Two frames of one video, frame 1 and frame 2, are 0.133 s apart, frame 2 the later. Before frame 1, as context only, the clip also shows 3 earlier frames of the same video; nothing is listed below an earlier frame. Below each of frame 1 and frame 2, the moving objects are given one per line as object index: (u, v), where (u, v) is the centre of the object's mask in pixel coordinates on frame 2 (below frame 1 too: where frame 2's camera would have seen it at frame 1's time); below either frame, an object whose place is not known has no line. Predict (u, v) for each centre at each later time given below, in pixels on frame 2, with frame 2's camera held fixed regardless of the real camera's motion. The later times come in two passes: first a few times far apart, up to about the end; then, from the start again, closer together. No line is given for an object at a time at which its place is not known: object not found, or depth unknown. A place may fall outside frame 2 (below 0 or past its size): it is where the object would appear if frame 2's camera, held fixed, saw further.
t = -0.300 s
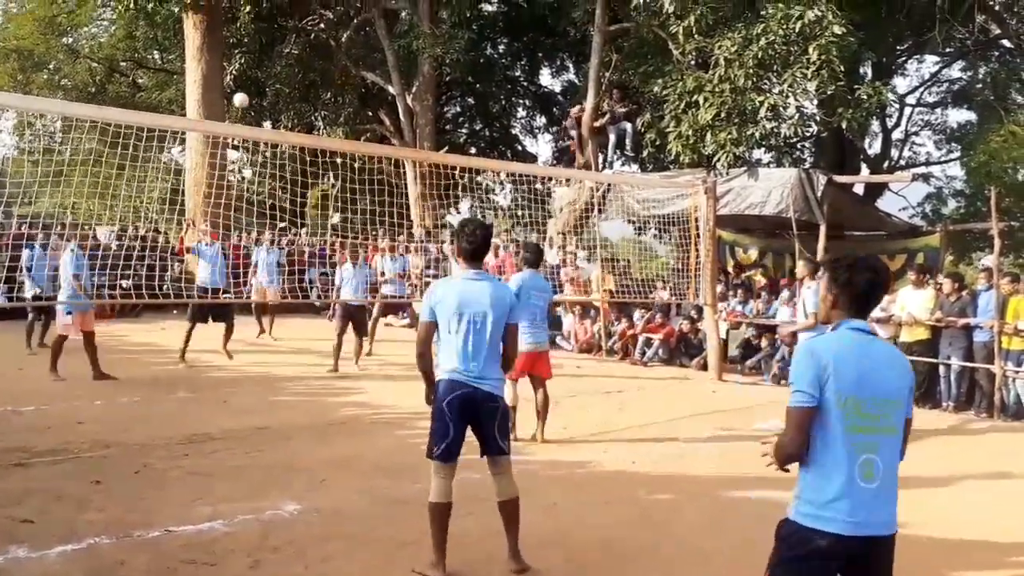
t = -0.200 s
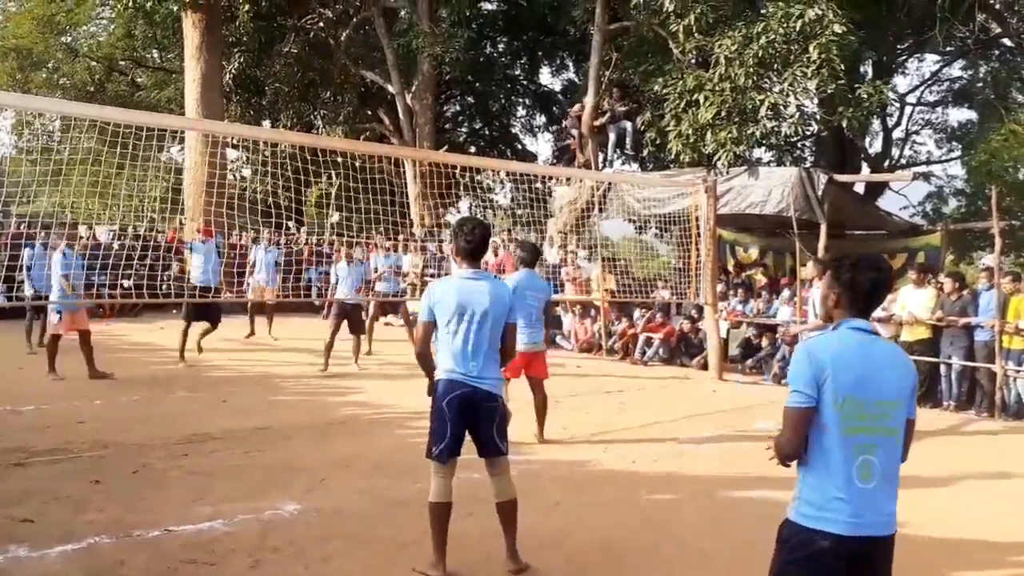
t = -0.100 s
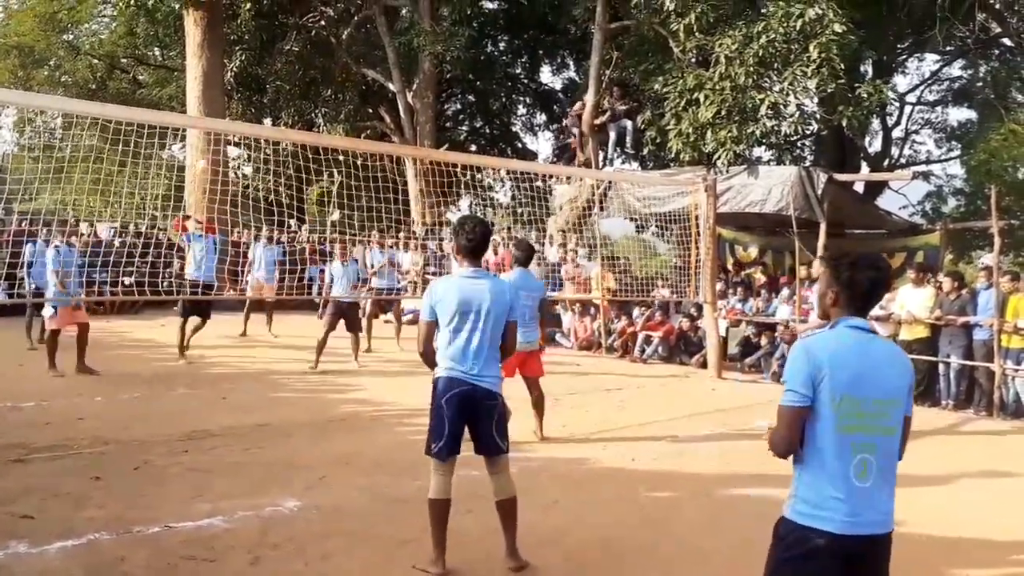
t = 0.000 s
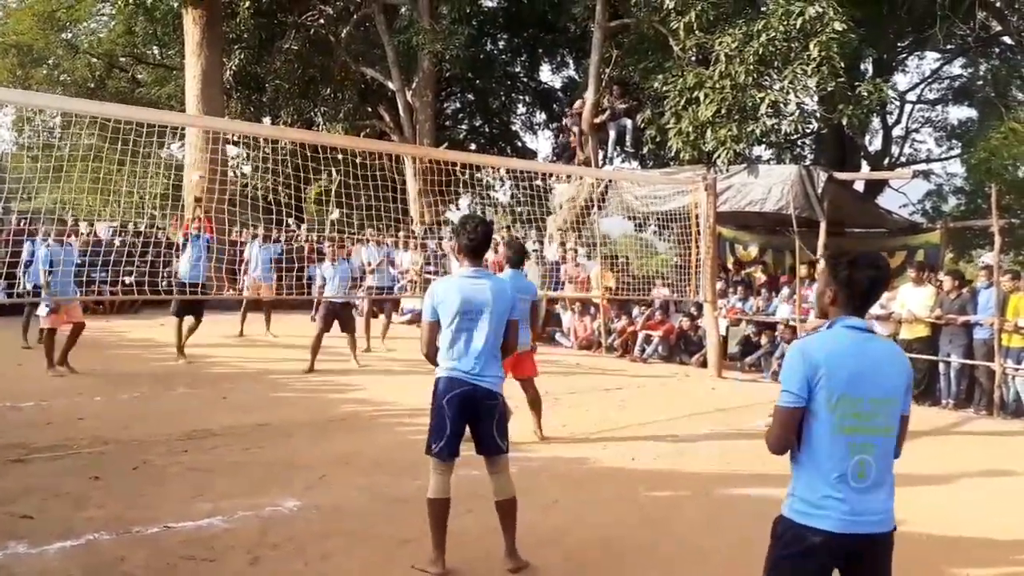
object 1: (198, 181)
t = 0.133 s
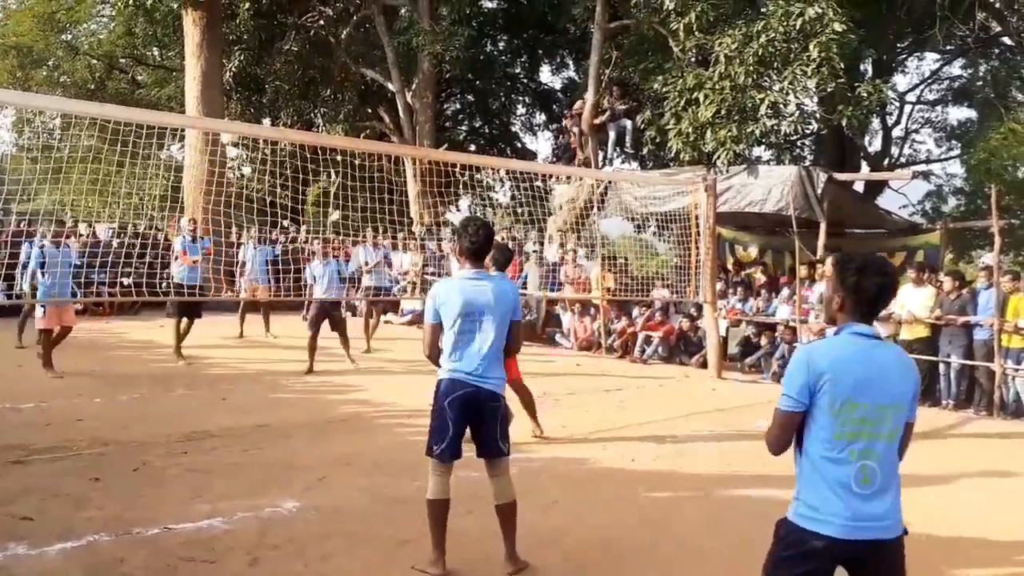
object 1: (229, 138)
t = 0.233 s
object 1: (258, 112)
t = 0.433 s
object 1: (332, 83)
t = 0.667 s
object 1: (481, 124)
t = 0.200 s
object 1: (248, 118)
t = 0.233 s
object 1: (258, 112)
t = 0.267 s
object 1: (268, 104)
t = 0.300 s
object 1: (279, 98)
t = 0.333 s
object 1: (291, 93)
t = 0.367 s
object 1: (304, 88)
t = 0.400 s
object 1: (317, 85)
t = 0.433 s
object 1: (332, 83)
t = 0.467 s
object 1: (348, 82)
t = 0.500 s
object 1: (365, 83)
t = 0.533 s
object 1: (384, 86)
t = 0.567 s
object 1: (405, 92)
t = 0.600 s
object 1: (427, 99)
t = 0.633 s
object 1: (453, 110)
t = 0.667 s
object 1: (481, 124)
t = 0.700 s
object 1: (510, 142)
